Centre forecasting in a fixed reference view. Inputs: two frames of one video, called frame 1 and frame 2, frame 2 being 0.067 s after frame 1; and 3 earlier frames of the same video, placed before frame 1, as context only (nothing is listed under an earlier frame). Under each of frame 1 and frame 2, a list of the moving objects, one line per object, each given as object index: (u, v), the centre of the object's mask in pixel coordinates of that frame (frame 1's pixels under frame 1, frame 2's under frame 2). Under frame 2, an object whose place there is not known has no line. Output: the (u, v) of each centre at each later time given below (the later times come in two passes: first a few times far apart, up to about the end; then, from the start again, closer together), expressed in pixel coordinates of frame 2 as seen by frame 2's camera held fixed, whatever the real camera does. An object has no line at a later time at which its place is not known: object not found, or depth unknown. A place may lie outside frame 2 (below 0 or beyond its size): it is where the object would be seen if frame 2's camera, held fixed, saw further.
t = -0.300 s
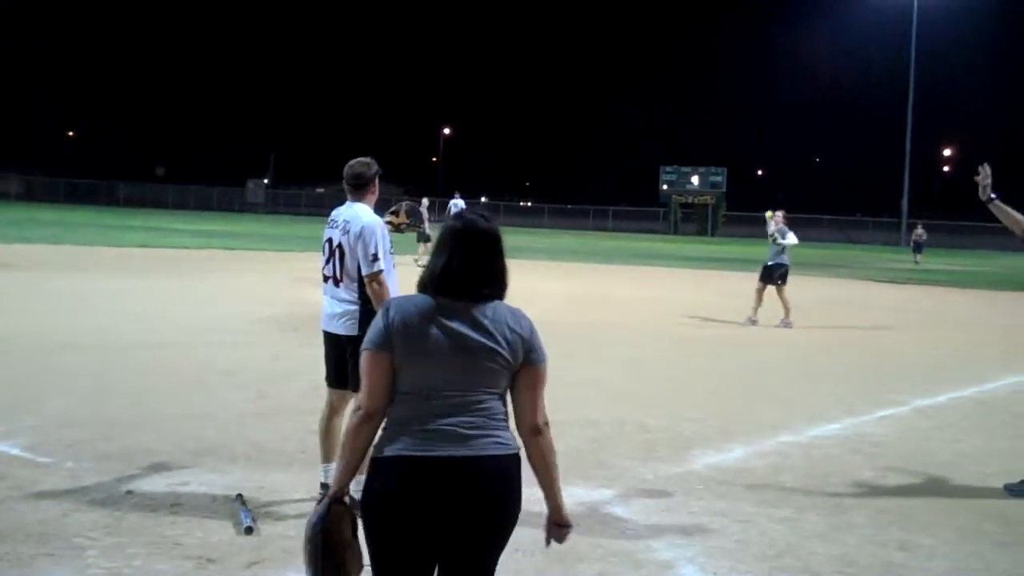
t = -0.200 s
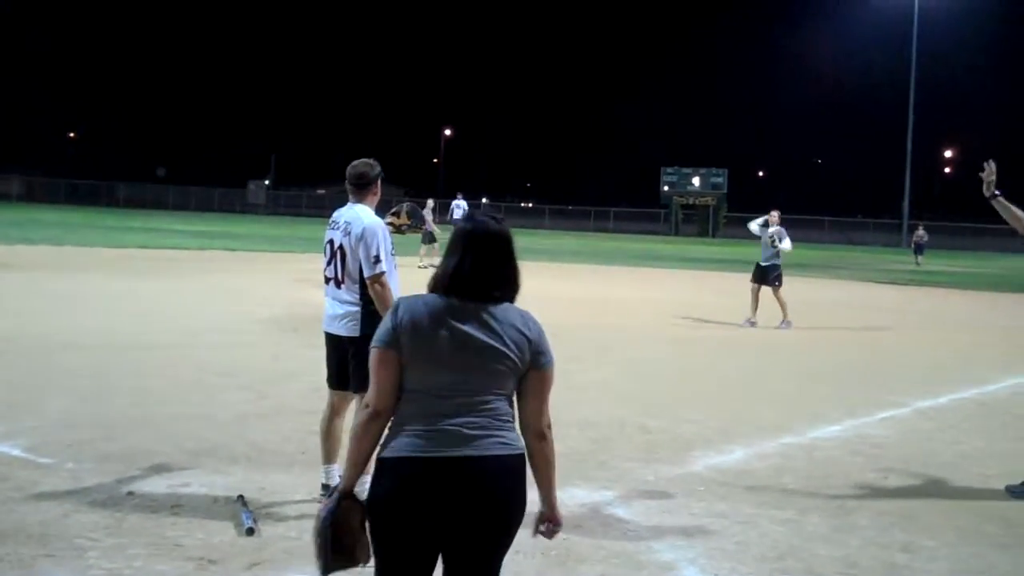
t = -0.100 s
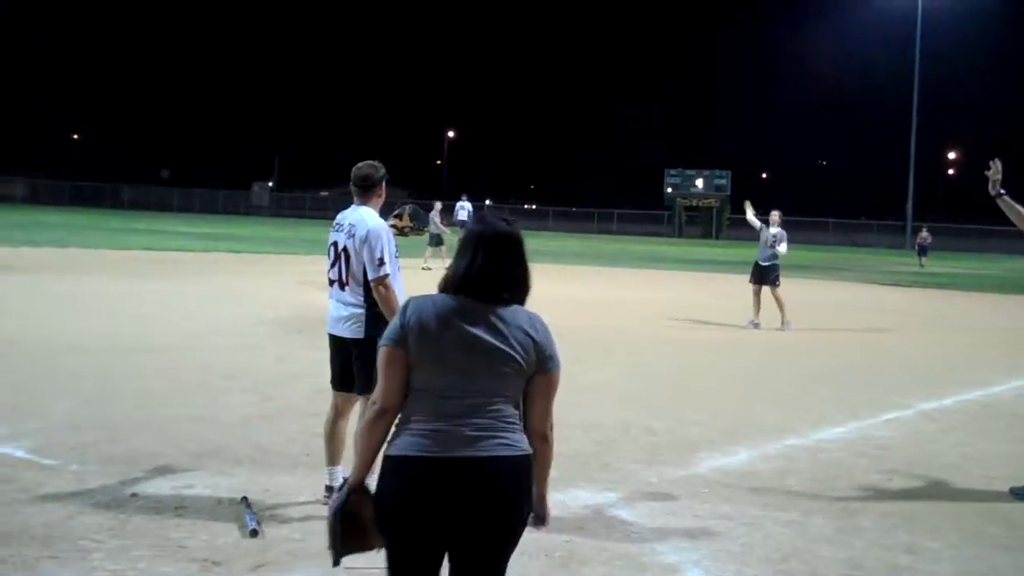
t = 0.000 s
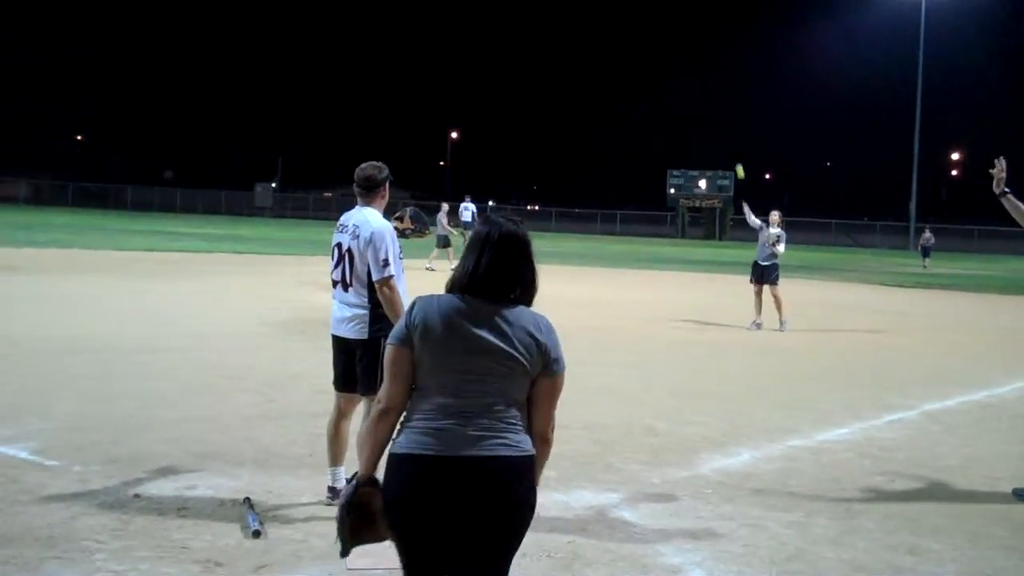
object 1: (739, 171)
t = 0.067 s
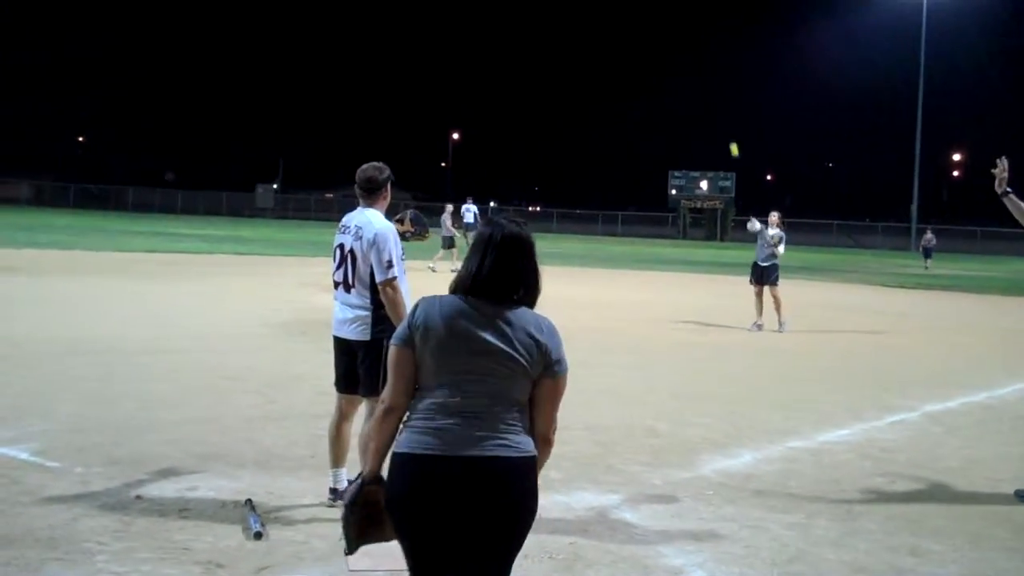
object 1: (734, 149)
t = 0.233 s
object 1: (713, 99)
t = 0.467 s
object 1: (673, 51)
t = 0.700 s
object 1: (617, 43)
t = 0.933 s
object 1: (532, 105)
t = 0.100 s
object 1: (730, 139)
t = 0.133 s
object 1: (726, 128)
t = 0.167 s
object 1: (722, 118)
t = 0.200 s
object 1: (717, 109)
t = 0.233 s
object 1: (713, 99)
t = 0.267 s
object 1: (707, 91)
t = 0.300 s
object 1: (702, 83)
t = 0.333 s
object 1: (697, 75)
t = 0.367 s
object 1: (691, 68)
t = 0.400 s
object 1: (686, 62)
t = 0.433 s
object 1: (679, 56)
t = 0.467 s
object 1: (673, 51)
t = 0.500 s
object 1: (666, 47)
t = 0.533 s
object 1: (658, 43)
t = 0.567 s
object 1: (651, 41)
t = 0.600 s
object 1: (643, 40)
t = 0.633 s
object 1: (634, 39)
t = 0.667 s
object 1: (626, 40)
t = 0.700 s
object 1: (617, 43)
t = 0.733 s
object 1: (607, 47)
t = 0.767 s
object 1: (596, 51)
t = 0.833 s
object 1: (573, 67)
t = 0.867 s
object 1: (560, 77)
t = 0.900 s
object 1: (547, 90)
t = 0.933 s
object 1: (532, 105)
